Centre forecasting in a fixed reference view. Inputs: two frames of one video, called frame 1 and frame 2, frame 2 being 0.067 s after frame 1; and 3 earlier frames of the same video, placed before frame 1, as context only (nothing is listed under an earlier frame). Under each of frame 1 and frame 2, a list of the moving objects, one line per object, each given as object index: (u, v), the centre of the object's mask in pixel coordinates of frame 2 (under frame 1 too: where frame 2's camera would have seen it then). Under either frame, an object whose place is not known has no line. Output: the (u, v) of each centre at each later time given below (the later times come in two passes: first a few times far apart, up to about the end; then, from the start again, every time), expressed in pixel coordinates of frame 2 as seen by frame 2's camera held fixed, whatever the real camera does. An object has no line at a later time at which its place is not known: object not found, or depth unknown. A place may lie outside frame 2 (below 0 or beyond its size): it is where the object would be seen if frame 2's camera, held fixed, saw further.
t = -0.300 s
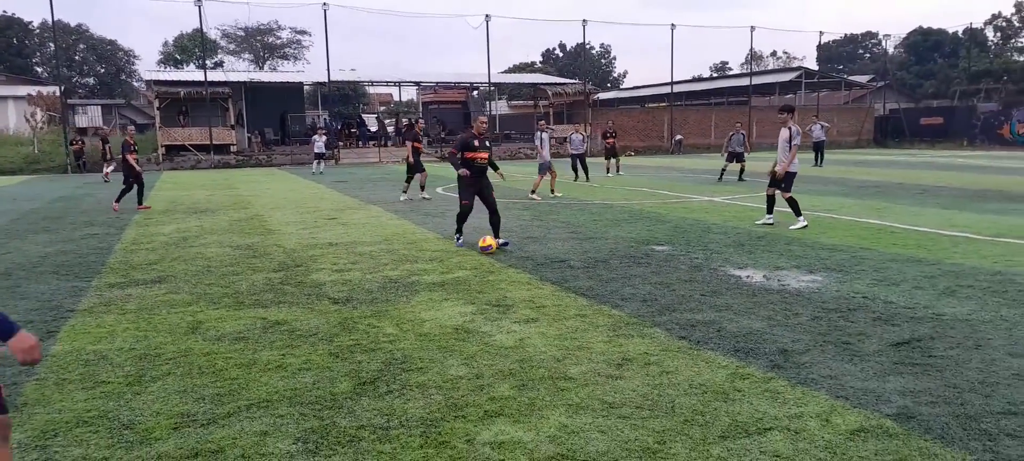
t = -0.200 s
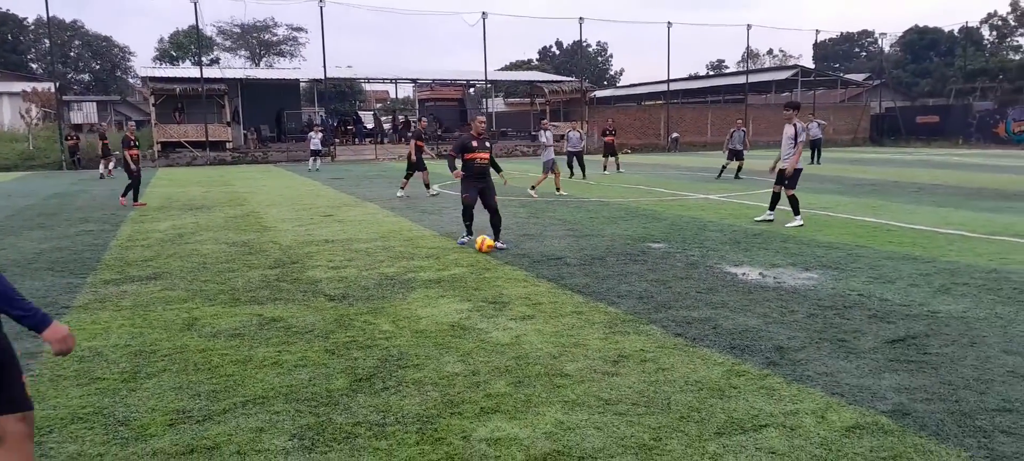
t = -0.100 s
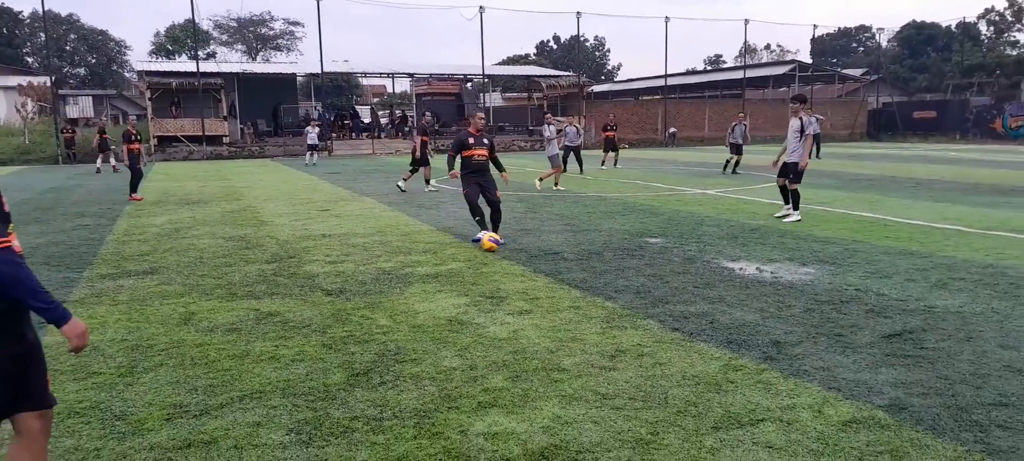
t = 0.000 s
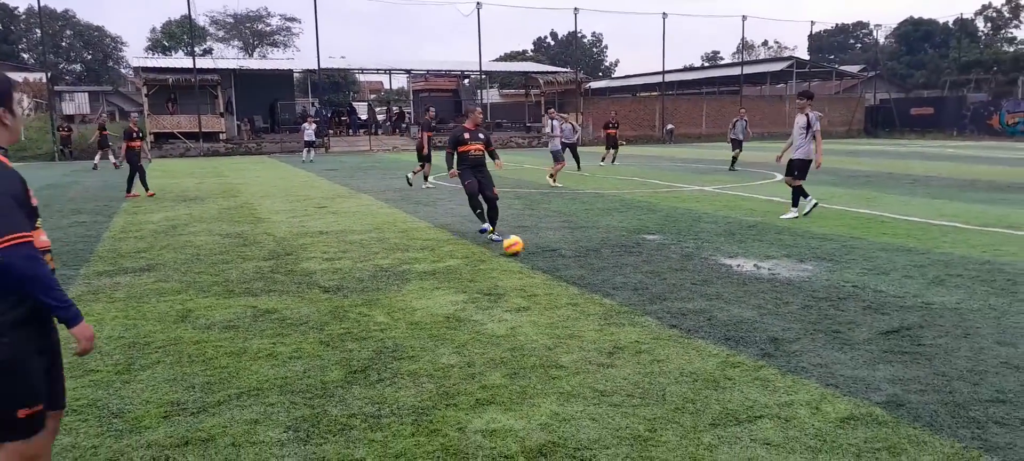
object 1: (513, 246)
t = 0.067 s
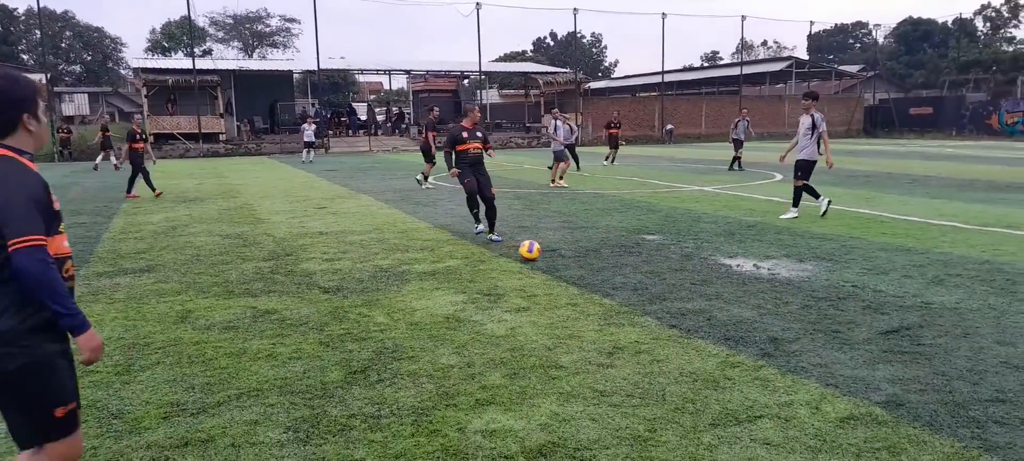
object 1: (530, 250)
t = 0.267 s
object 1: (578, 260)
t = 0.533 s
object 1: (643, 275)
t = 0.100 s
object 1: (538, 251)
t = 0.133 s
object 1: (545, 252)
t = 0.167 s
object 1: (554, 255)
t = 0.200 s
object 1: (562, 259)
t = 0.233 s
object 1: (571, 261)
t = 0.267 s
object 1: (578, 260)
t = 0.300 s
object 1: (586, 261)
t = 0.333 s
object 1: (593, 262)
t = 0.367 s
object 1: (600, 265)
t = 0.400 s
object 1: (608, 269)
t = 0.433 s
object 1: (617, 275)
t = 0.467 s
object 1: (626, 274)
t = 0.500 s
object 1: (634, 275)
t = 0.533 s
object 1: (643, 275)
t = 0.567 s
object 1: (652, 278)
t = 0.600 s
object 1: (662, 282)
